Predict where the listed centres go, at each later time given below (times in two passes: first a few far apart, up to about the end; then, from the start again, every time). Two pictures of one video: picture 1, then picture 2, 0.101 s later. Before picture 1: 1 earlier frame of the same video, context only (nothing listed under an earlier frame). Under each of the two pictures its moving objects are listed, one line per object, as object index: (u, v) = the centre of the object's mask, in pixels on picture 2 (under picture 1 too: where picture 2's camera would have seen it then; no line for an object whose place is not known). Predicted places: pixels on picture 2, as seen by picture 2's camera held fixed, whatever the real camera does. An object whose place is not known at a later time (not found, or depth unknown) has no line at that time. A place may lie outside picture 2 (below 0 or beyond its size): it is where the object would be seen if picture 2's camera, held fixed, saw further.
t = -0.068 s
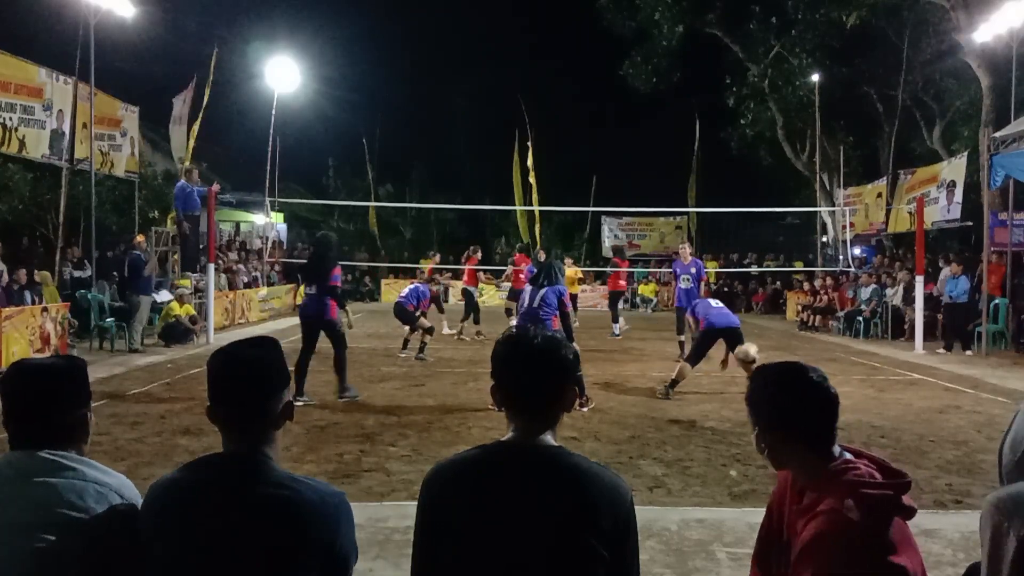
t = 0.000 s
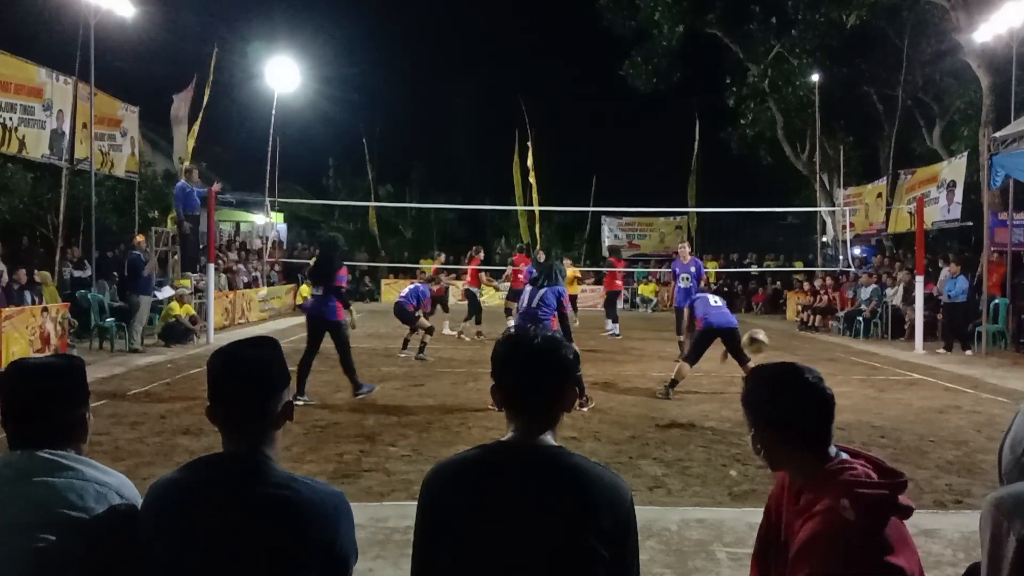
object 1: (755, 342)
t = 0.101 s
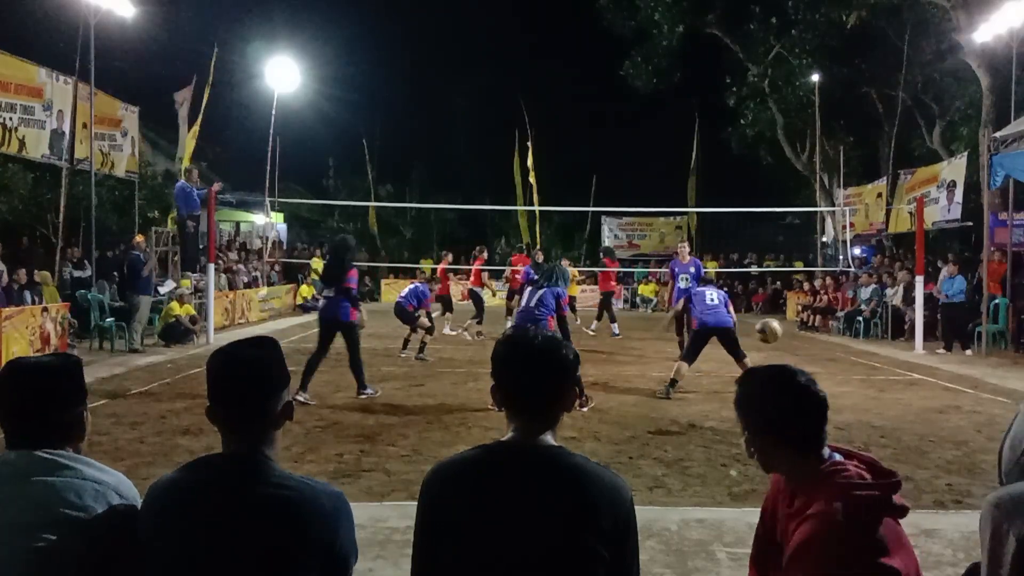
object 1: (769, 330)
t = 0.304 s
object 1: (797, 343)
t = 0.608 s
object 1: (845, 435)
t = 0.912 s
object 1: (892, 387)
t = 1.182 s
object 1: (942, 462)
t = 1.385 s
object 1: (983, 462)
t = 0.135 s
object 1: (773, 329)
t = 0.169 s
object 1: (778, 329)
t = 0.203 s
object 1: (783, 330)
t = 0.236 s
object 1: (787, 333)
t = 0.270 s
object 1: (792, 337)
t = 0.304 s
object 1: (797, 343)
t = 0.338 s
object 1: (802, 350)
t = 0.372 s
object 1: (807, 360)
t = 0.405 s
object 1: (812, 370)
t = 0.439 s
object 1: (817, 381)
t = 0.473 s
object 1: (823, 398)
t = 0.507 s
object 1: (826, 412)
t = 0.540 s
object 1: (834, 431)
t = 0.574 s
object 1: (841, 440)
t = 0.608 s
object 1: (845, 435)
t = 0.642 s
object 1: (850, 425)
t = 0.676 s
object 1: (854, 414)
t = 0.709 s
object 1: (860, 406)
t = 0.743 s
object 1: (865, 398)
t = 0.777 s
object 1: (870, 393)
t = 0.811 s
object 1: (876, 389)
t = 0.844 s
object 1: (881, 387)
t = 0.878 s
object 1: (887, 386)
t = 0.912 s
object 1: (892, 387)
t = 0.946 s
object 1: (899, 390)
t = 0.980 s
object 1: (905, 395)
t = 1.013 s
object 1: (910, 401)
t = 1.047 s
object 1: (915, 409)
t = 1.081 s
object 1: (922, 421)
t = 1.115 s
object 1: (927, 433)
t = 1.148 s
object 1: (933, 444)
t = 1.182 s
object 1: (942, 462)
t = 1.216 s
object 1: (948, 487)
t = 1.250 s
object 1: (953, 500)
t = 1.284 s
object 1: (960, 486)
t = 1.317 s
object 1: (969, 478)
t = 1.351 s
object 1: (978, 471)
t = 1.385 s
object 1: (983, 462)
